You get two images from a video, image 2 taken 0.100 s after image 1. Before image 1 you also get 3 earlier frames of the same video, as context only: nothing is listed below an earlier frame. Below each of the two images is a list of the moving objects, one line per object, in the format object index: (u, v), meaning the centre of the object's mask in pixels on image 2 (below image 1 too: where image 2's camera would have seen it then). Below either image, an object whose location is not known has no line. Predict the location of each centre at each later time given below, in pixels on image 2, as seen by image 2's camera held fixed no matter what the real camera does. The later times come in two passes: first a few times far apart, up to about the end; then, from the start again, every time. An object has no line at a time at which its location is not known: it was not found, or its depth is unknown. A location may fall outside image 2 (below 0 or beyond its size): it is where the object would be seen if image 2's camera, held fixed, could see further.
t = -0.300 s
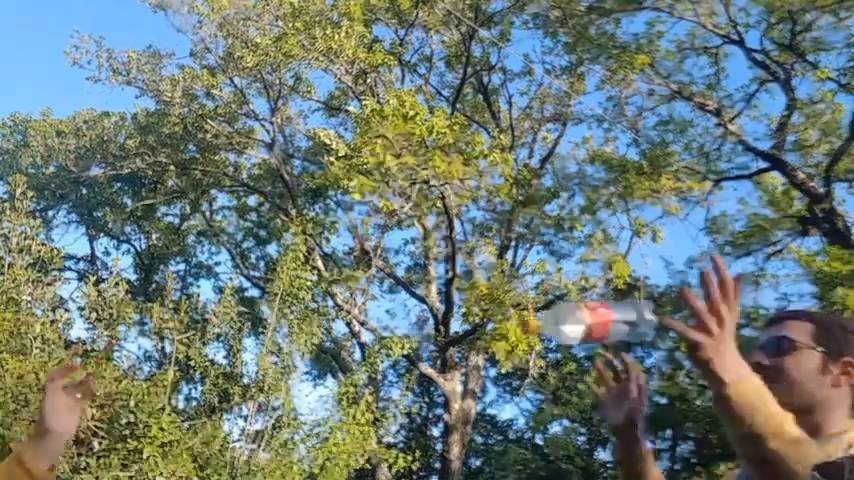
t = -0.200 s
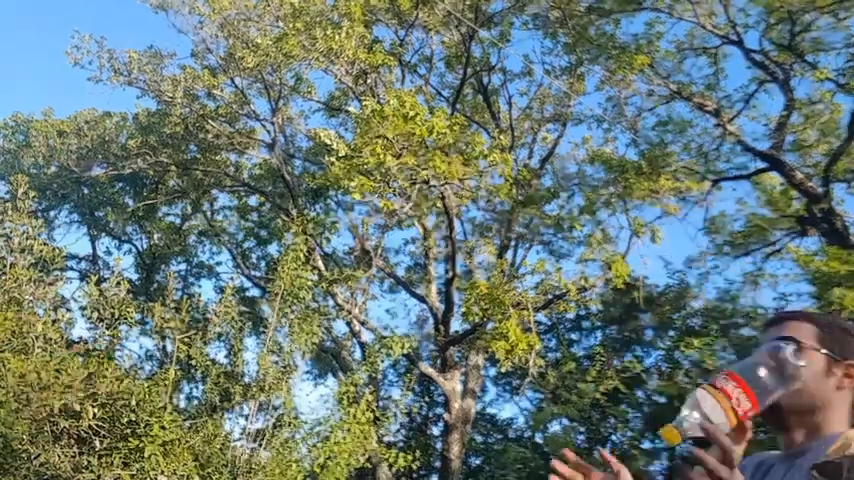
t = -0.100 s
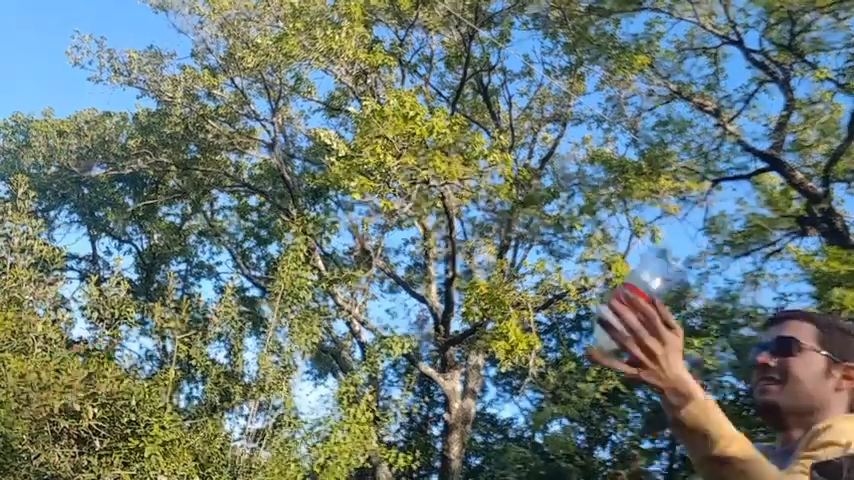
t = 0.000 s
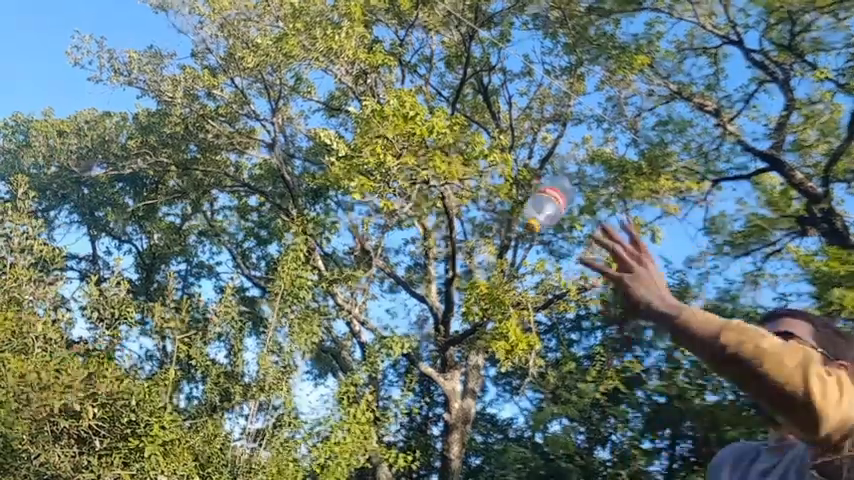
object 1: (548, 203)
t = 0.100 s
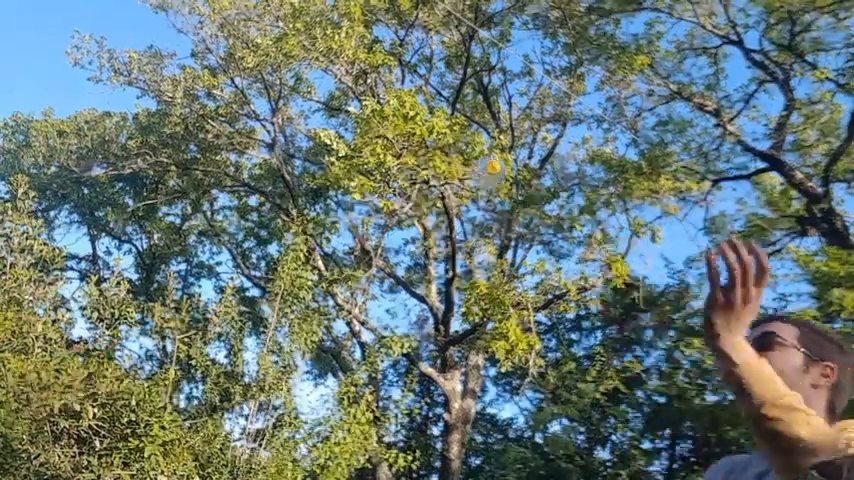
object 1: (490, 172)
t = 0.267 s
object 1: (413, 196)
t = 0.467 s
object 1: (322, 323)
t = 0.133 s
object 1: (474, 169)
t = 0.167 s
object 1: (456, 171)
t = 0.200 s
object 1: (441, 176)
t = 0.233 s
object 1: (427, 185)
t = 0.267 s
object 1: (413, 196)
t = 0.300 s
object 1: (401, 208)
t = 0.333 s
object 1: (382, 229)
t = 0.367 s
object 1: (369, 246)
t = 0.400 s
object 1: (357, 265)
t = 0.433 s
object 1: (341, 291)
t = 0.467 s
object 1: (322, 323)
